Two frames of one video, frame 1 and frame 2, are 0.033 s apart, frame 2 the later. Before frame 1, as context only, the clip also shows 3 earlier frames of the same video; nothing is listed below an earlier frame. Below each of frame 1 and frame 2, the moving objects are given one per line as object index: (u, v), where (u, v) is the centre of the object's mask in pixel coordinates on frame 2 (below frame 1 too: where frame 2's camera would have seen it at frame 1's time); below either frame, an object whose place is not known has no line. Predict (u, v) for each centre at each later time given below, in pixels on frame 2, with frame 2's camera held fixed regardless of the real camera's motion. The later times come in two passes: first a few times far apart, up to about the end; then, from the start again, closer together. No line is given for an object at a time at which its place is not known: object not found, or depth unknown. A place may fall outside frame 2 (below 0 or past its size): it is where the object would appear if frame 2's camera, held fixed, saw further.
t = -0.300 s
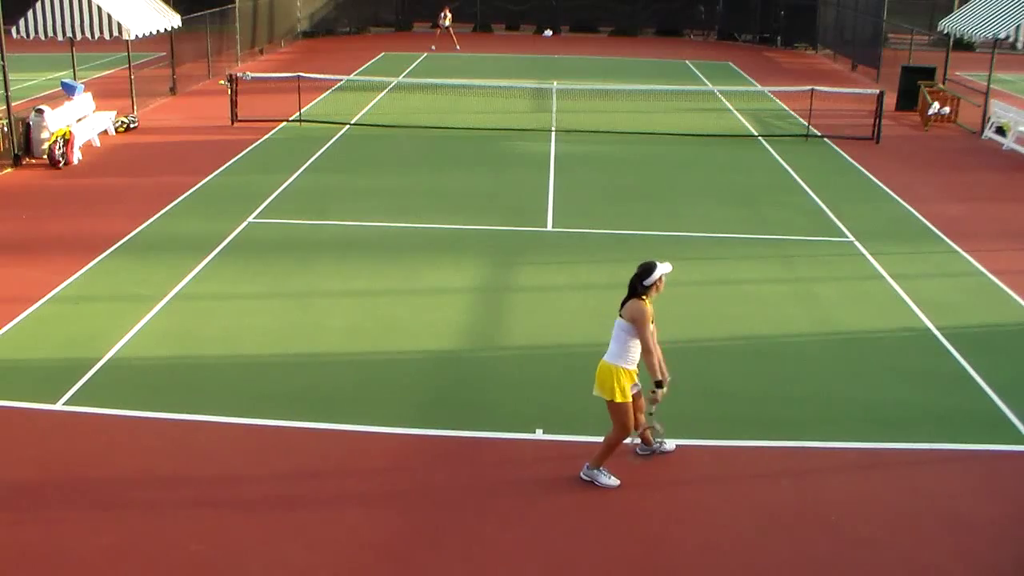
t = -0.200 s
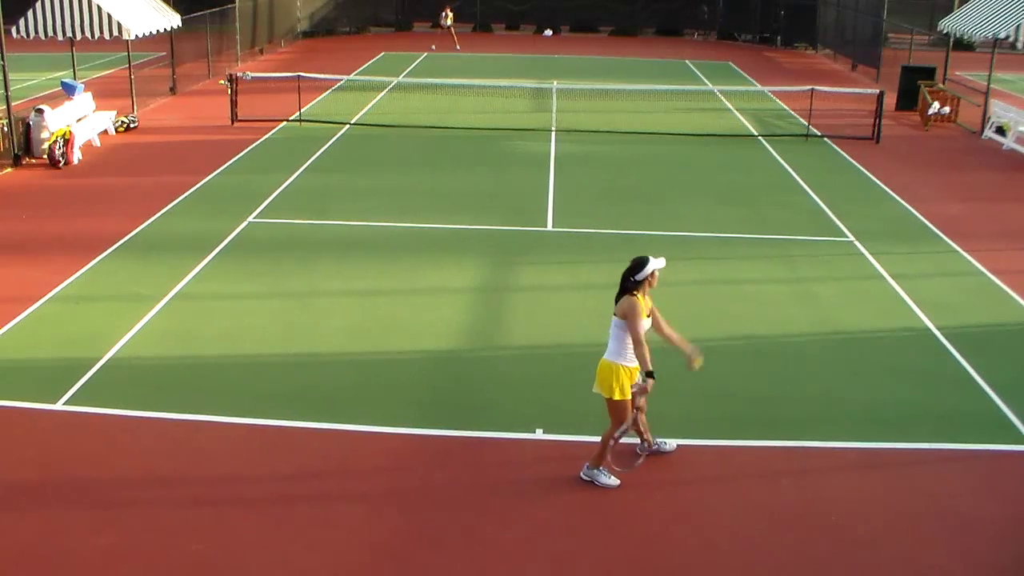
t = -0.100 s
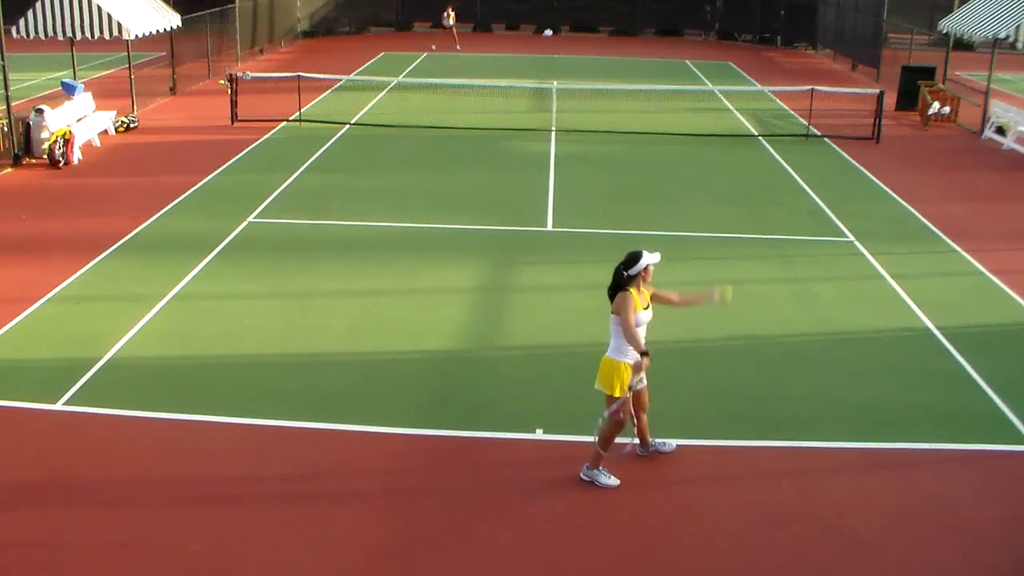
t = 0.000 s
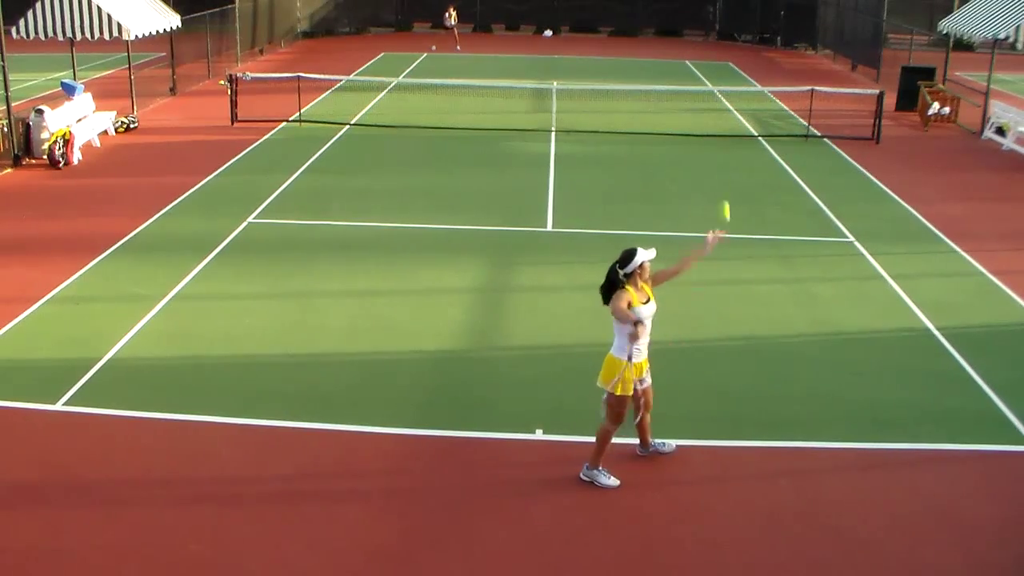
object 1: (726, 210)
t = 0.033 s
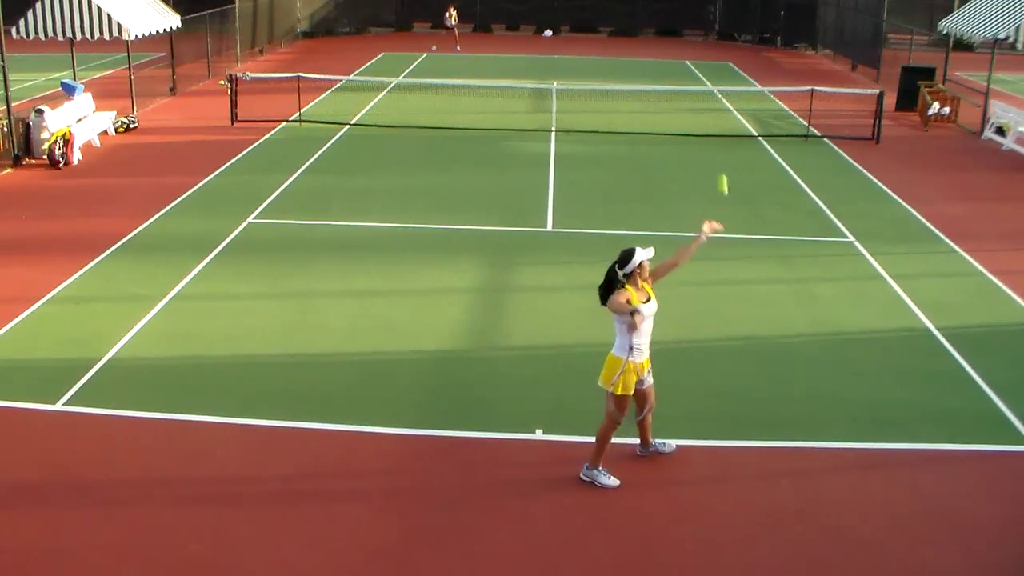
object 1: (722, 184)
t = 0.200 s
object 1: (710, 74)
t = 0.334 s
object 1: (697, 11)
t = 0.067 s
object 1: (721, 160)
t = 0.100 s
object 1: (719, 136)
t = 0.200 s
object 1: (710, 74)
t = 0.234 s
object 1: (707, 55)
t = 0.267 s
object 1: (704, 39)
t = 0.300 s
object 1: (701, 25)
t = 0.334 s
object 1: (697, 11)
